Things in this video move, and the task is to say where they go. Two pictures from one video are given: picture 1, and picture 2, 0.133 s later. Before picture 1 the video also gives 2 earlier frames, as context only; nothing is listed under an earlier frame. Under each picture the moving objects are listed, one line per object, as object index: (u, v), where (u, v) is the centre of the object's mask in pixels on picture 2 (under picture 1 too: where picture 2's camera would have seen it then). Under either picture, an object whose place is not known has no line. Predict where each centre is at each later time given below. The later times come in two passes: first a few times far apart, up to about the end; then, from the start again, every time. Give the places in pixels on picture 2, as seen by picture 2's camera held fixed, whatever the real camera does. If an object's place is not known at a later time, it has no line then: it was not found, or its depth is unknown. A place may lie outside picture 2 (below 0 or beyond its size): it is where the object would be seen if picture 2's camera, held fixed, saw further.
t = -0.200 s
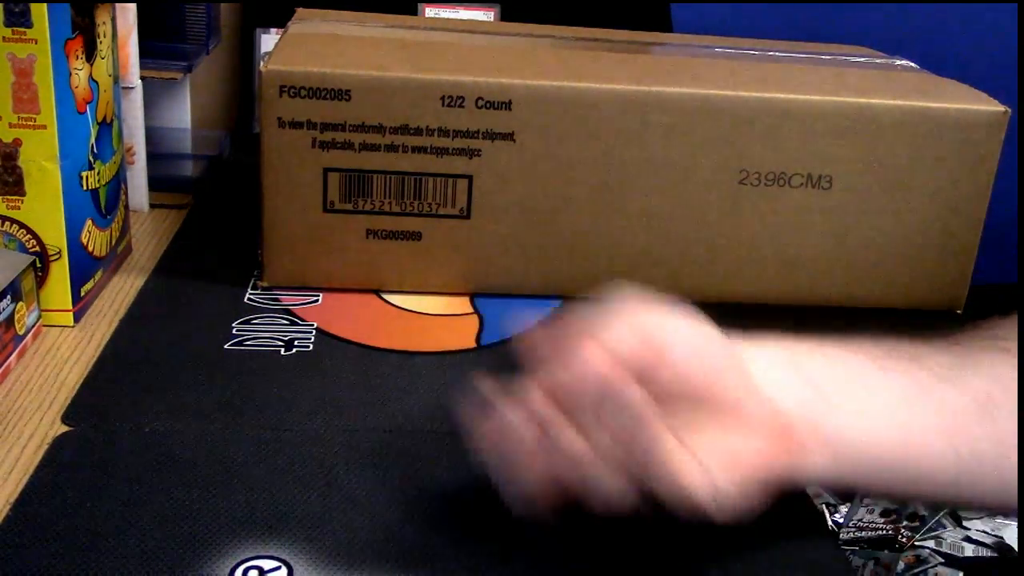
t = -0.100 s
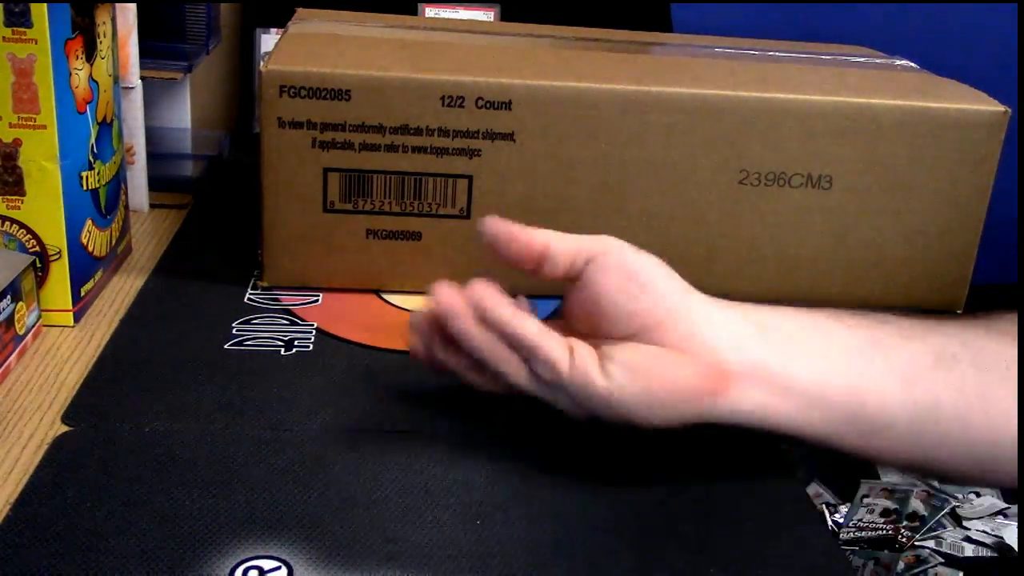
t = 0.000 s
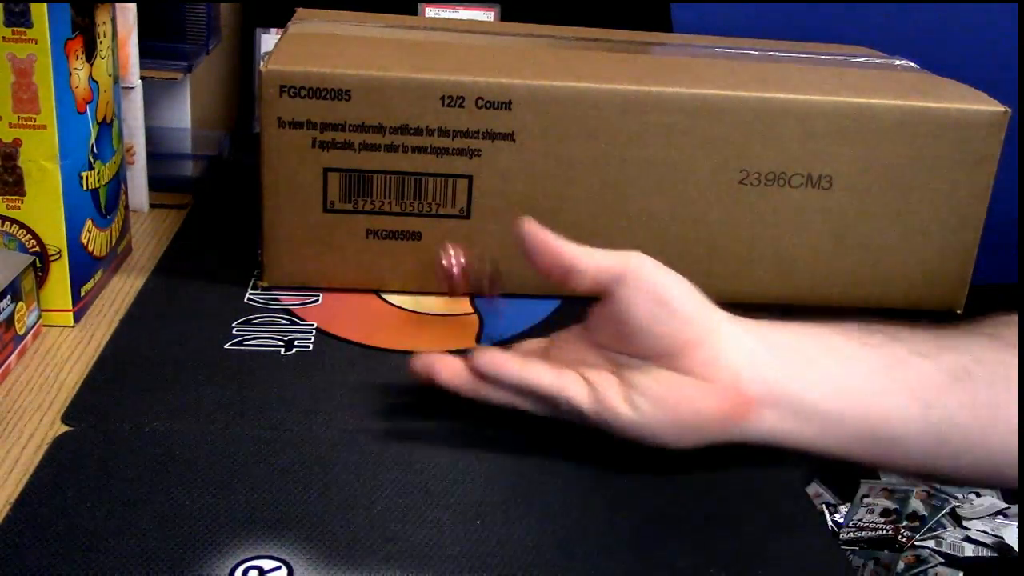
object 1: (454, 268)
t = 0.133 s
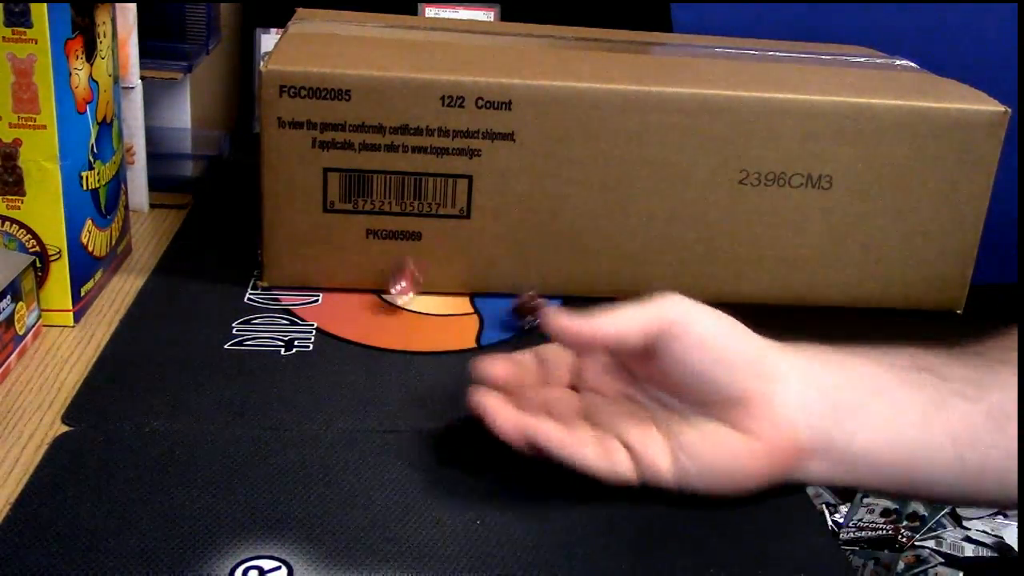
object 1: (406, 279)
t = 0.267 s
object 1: (401, 291)
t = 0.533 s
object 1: (444, 310)
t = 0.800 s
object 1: (451, 314)
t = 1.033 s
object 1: (451, 314)
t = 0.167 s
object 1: (399, 282)
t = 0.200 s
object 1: (398, 279)
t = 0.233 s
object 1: (398, 288)
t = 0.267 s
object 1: (401, 291)
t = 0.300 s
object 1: (405, 294)
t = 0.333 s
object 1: (410, 300)
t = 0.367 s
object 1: (416, 300)
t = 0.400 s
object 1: (422, 302)
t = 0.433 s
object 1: (429, 305)
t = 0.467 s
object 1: (433, 306)
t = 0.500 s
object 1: (439, 309)
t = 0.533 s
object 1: (444, 310)
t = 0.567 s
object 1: (447, 311)
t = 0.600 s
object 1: (450, 313)
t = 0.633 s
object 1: (451, 314)
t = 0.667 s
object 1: (451, 314)
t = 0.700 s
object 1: (451, 314)
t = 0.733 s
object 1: (451, 314)
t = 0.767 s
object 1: (451, 314)
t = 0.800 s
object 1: (451, 314)
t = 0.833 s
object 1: (451, 314)
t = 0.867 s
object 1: (451, 314)
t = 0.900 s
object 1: (451, 314)
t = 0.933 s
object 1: (451, 314)
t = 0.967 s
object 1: (451, 314)
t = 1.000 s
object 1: (451, 314)
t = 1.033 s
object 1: (451, 314)
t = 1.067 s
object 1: (451, 314)
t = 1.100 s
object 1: (451, 314)
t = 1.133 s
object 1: (451, 314)
